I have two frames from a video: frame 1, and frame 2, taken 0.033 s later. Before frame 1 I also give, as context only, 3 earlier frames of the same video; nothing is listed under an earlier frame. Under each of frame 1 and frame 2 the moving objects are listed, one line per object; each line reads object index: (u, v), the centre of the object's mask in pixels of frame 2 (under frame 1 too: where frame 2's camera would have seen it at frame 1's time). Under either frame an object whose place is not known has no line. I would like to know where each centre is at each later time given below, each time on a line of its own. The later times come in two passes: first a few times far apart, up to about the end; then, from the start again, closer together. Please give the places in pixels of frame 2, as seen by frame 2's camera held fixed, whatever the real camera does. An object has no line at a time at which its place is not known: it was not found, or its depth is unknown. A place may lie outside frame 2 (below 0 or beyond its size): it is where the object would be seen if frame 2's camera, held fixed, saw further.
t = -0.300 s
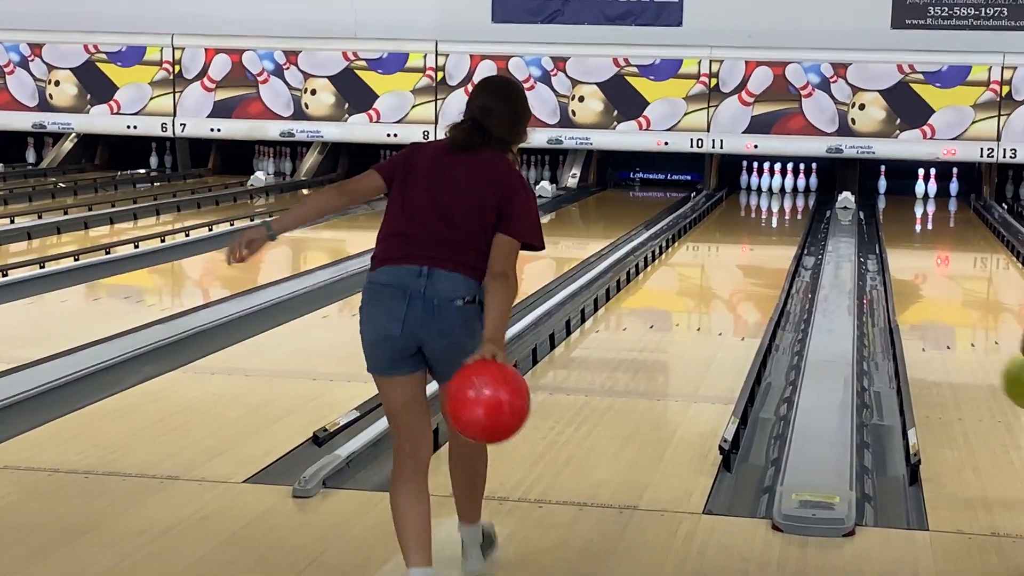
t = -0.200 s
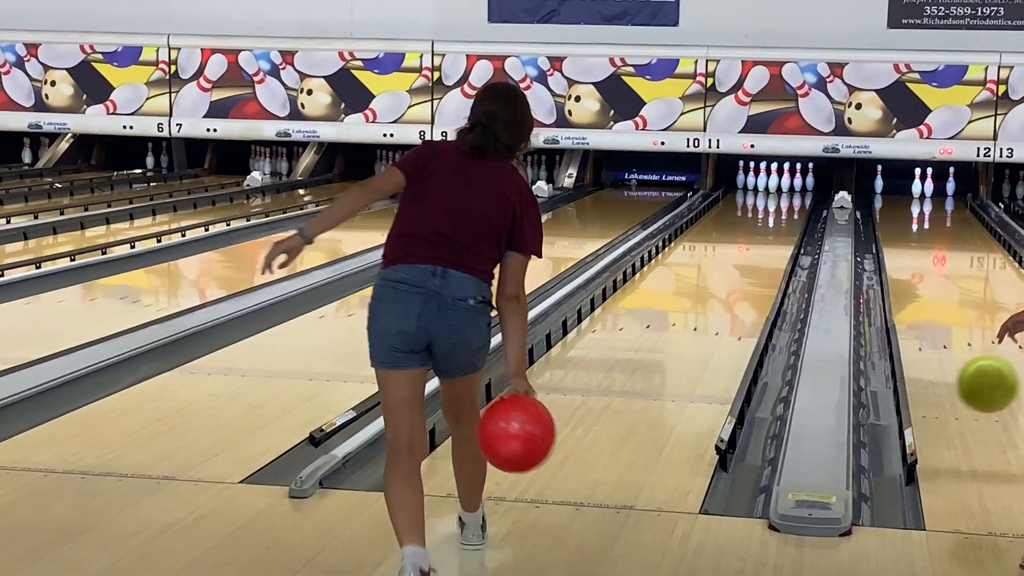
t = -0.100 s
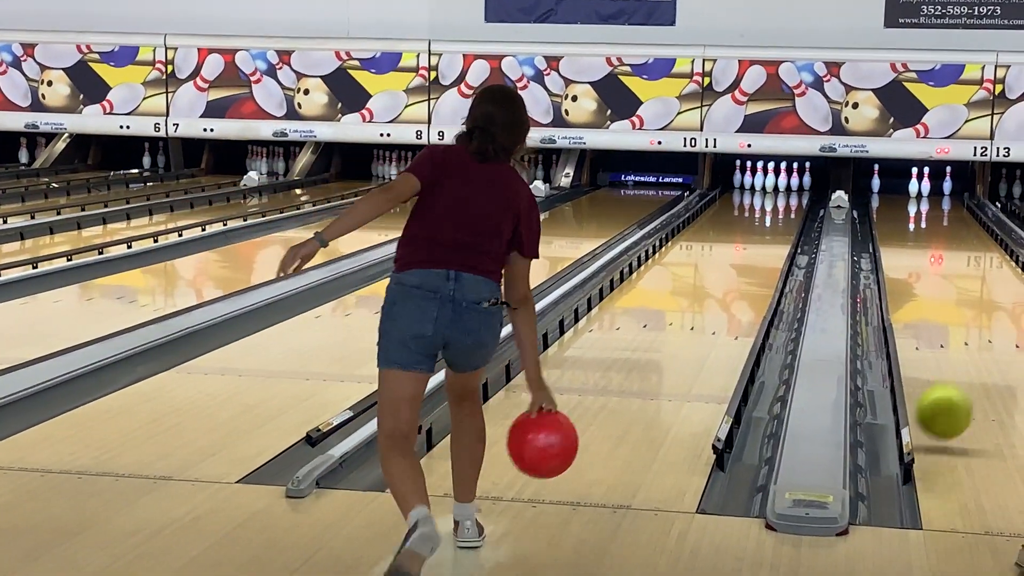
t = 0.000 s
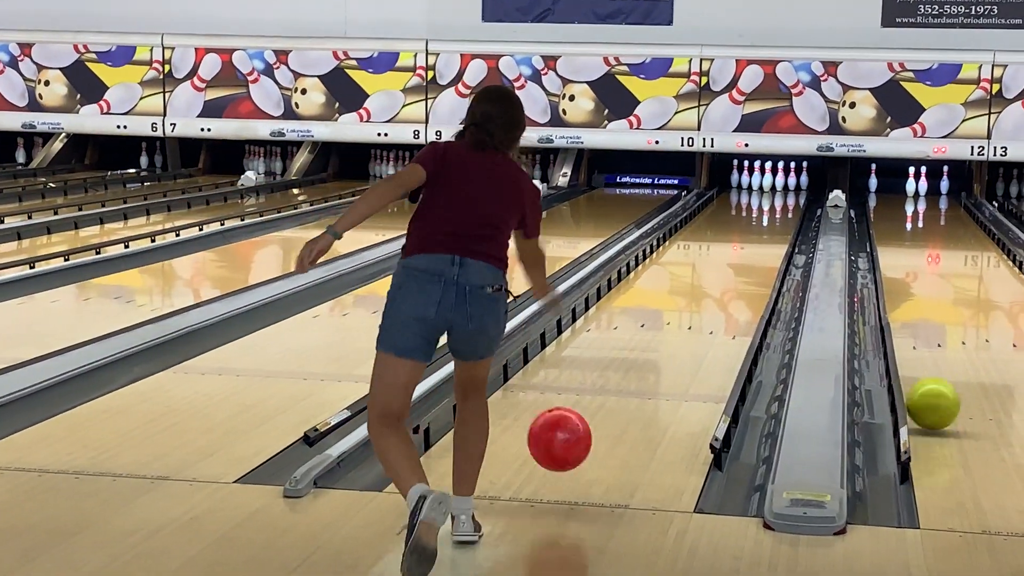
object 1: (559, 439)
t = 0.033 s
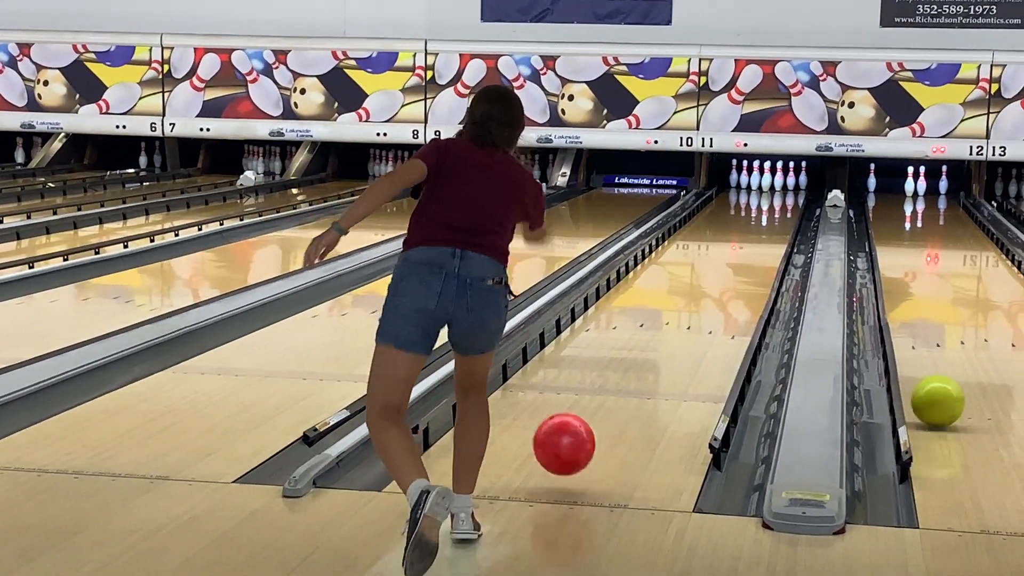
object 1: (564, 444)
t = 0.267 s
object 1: (595, 390)
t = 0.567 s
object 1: (618, 334)
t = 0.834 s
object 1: (631, 299)
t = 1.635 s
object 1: (661, 239)
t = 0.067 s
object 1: (569, 446)
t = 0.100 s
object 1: (574, 432)
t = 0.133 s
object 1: (579, 422)
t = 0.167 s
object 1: (583, 415)
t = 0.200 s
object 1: (587, 406)
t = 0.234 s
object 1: (591, 398)
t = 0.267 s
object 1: (595, 390)
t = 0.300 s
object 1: (598, 382)
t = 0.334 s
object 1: (601, 375)
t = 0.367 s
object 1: (604, 368)
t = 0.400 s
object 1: (607, 362)
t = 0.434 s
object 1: (609, 356)
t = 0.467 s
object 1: (612, 350)
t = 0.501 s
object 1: (614, 344)
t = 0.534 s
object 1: (616, 339)
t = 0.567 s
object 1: (618, 334)
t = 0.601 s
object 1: (620, 329)
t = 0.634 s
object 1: (622, 324)
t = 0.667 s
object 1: (624, 319)
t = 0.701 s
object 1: (625, 315)
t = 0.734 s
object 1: (627, 311)
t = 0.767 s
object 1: (629, 307)
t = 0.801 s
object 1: (630, 303)
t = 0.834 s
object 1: (631, 299)
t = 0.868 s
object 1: (633, 295)
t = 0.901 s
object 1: (634, 292)
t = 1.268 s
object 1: (645, 260)
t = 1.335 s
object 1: (647, 256)
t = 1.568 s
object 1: (656, 242)
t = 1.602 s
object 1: (659, 241)
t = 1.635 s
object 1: (661, 239)
